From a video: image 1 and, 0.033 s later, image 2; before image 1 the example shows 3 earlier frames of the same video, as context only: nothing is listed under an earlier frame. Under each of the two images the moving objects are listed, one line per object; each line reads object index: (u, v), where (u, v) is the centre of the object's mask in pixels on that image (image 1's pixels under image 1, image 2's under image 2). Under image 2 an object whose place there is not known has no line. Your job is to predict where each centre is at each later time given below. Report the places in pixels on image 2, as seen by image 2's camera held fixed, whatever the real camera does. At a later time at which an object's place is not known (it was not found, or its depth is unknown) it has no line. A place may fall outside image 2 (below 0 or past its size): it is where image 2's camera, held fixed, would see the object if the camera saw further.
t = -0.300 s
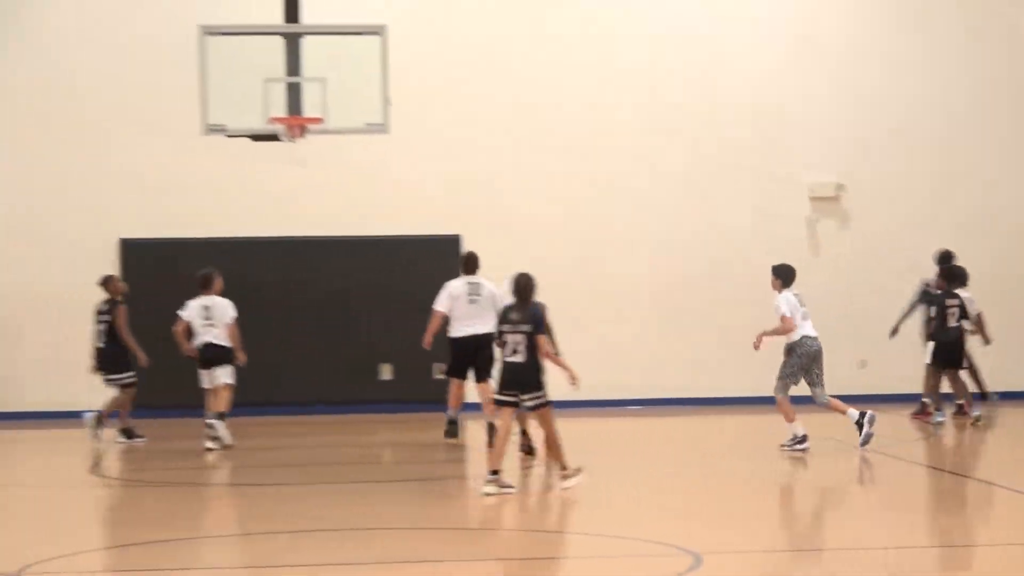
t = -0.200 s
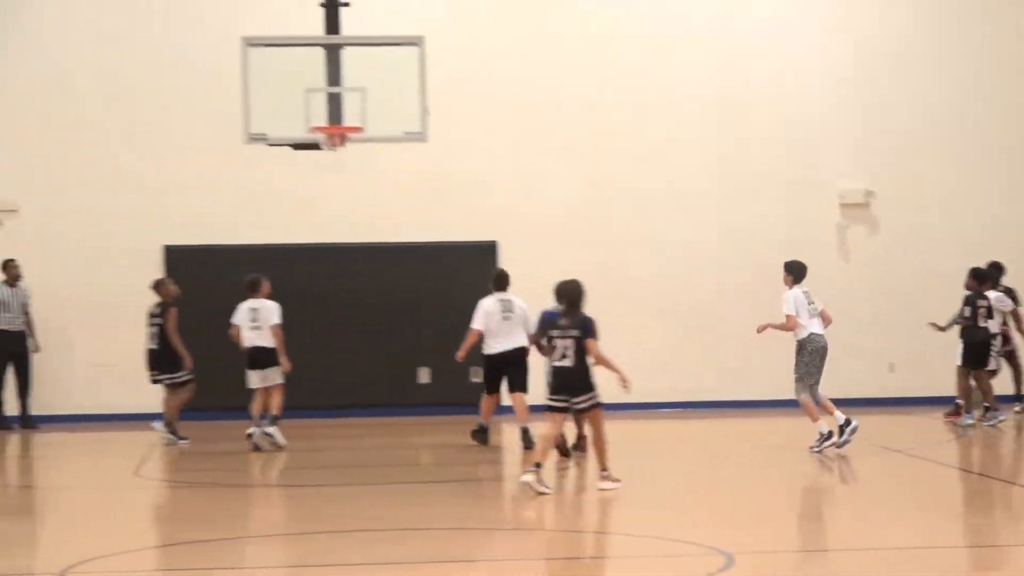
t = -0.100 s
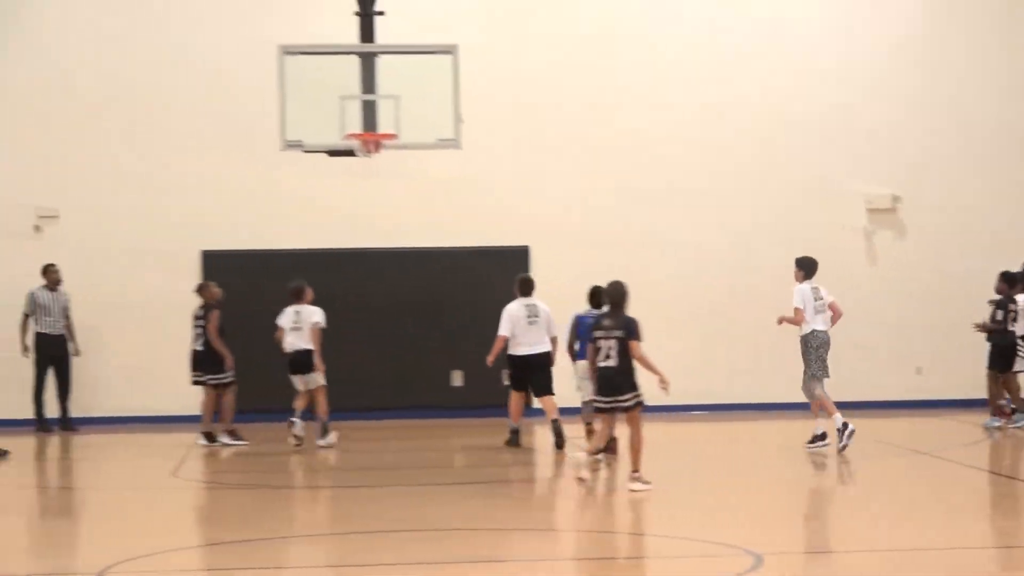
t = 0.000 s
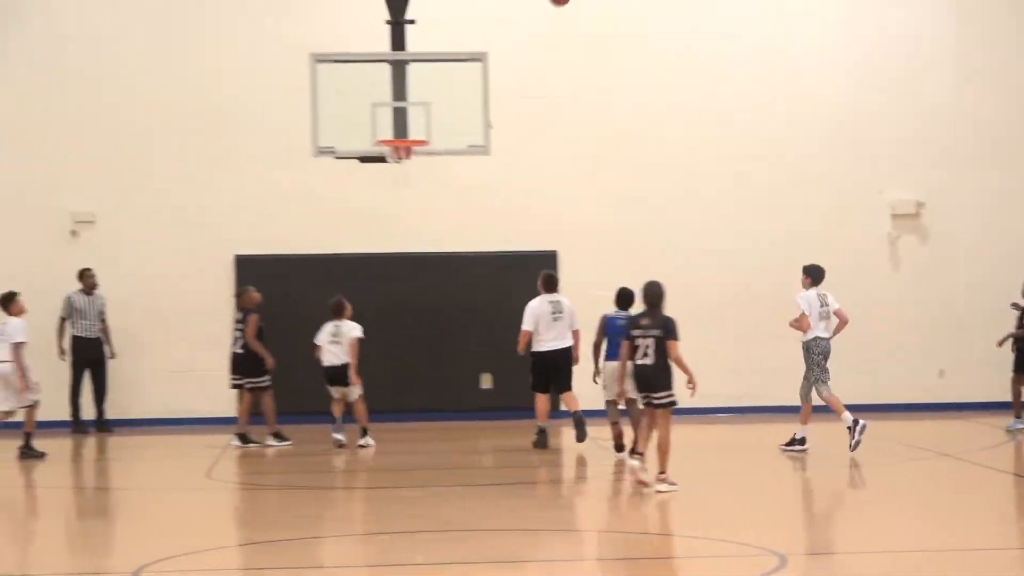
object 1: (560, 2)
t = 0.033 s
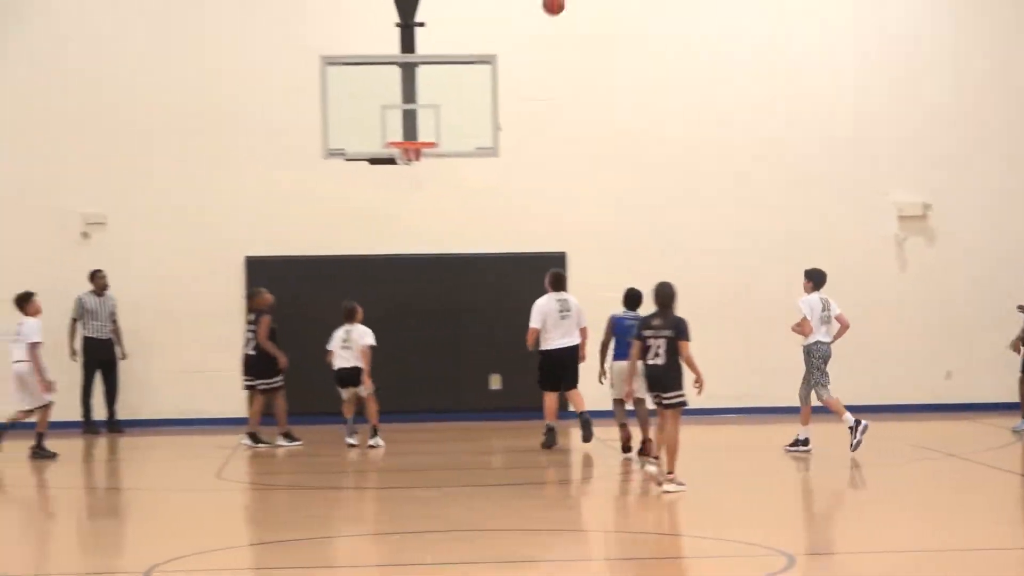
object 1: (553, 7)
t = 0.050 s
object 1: (546, 8)
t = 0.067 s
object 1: (539, 11)
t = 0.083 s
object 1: (533, 16)
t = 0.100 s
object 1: (526, 20)
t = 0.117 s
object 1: (519, 25)
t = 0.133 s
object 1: (513, 30)
